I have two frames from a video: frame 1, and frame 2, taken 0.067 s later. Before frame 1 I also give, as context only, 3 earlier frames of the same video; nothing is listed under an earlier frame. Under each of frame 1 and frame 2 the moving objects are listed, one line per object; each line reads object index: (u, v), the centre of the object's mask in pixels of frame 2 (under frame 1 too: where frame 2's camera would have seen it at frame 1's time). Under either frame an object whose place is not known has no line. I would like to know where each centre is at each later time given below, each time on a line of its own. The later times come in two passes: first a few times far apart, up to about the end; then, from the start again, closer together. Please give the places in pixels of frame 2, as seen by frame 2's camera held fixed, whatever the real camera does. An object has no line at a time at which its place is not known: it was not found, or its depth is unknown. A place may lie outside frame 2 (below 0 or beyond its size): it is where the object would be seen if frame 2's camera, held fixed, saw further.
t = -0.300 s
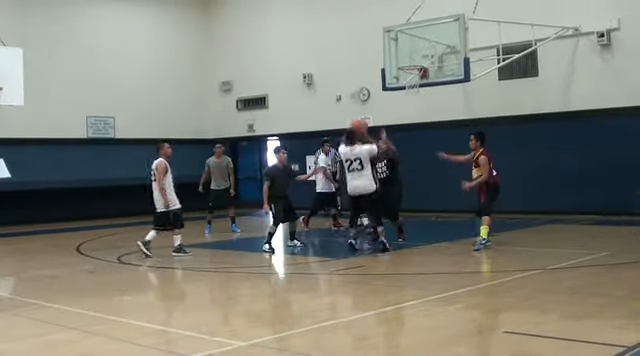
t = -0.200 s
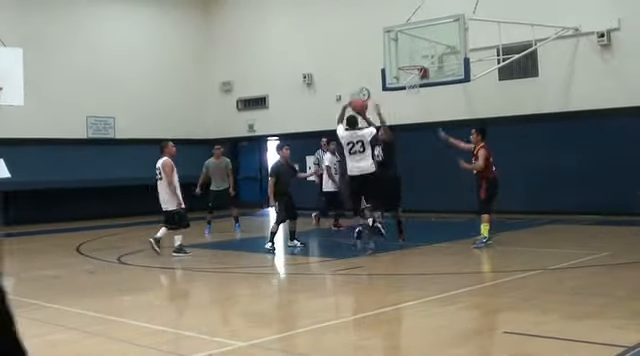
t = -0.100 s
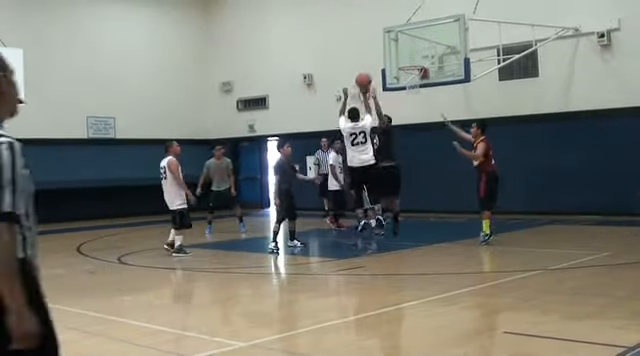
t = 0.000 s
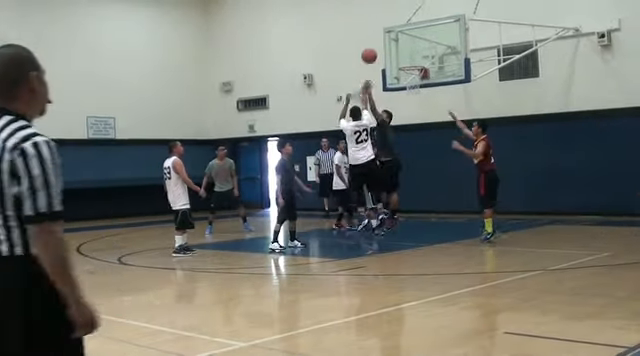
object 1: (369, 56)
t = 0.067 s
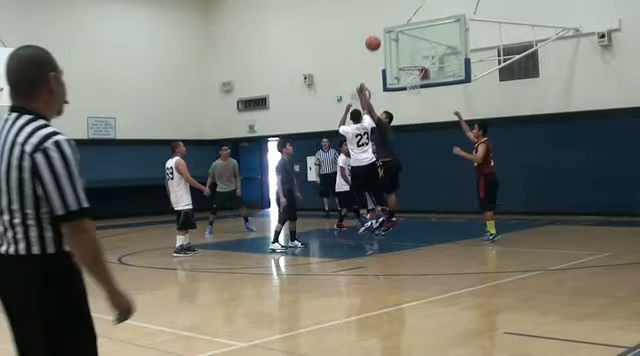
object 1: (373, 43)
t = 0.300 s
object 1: (385, 24)
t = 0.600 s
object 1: (399, 45)
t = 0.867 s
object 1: (419, 77)
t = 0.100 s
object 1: (374, 38)
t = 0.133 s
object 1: (376, 34)
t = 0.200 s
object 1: (379, 27)
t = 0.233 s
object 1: (381, 25)
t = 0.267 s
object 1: (383, 24)
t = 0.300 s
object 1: (385, 24)
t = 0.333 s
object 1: (386, 24)
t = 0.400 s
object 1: (390, 25)
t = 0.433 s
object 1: (391, 27)
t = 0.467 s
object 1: (392, 30)
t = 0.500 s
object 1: (394, 33)
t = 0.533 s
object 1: (395, 37)
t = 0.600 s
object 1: (399, 45)
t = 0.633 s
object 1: (401, 50)
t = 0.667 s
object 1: (402, 56)
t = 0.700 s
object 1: (404, 62)
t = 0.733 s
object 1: (405, 66)
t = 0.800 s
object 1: (413, 72)
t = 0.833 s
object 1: (416, 74)
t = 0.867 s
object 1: (419, 77)
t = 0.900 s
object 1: (419, 80)
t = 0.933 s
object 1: (418, 82)
